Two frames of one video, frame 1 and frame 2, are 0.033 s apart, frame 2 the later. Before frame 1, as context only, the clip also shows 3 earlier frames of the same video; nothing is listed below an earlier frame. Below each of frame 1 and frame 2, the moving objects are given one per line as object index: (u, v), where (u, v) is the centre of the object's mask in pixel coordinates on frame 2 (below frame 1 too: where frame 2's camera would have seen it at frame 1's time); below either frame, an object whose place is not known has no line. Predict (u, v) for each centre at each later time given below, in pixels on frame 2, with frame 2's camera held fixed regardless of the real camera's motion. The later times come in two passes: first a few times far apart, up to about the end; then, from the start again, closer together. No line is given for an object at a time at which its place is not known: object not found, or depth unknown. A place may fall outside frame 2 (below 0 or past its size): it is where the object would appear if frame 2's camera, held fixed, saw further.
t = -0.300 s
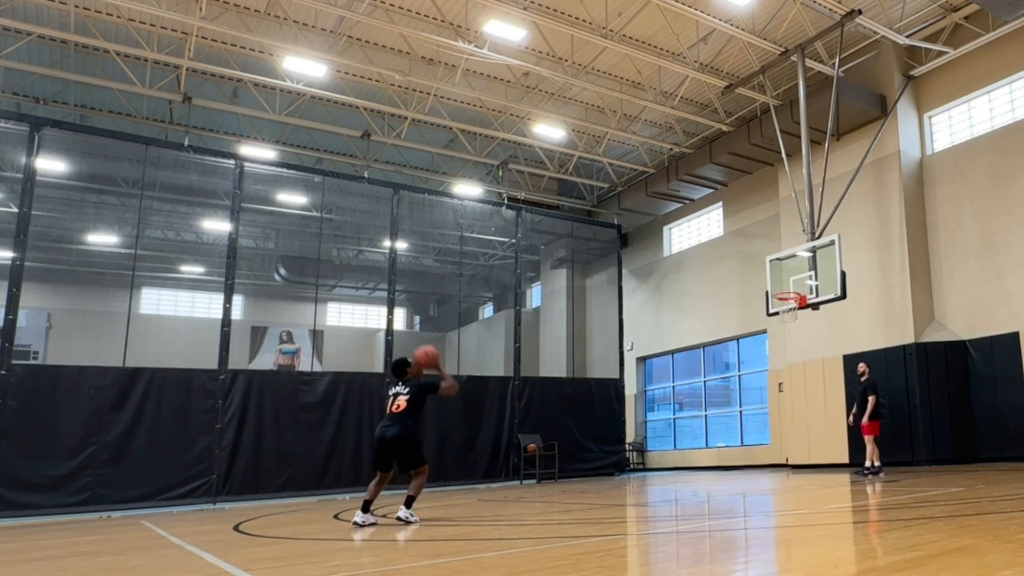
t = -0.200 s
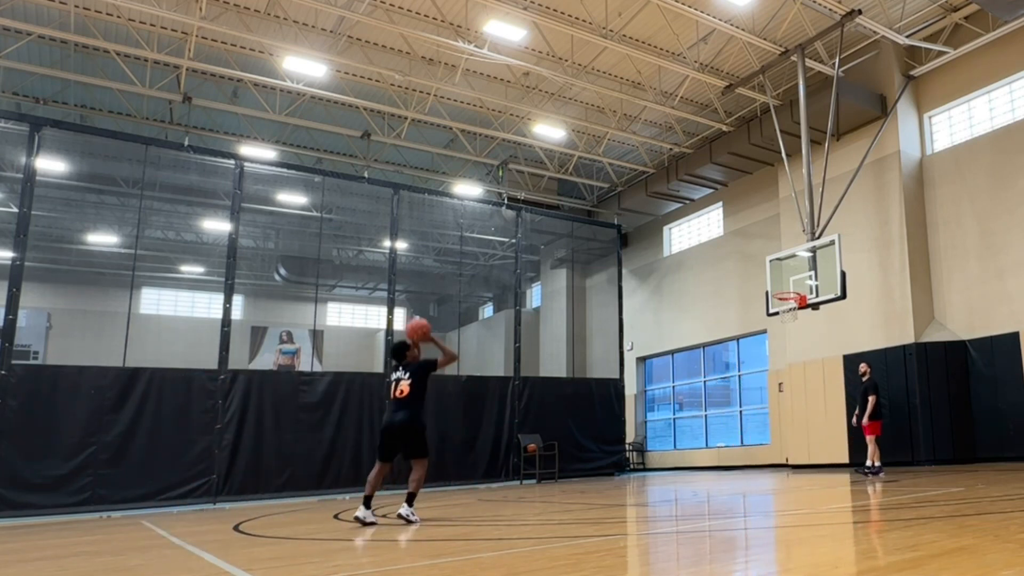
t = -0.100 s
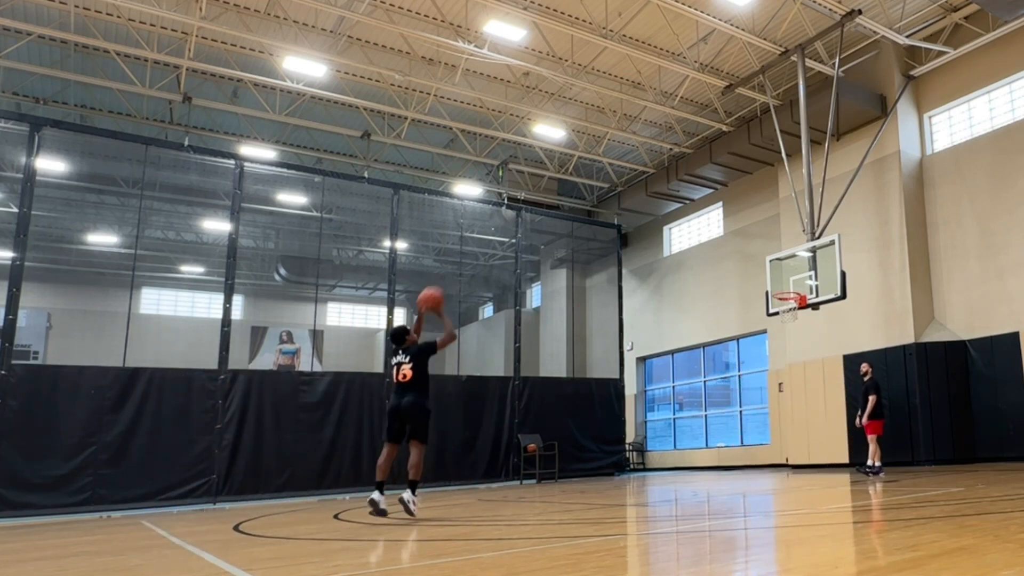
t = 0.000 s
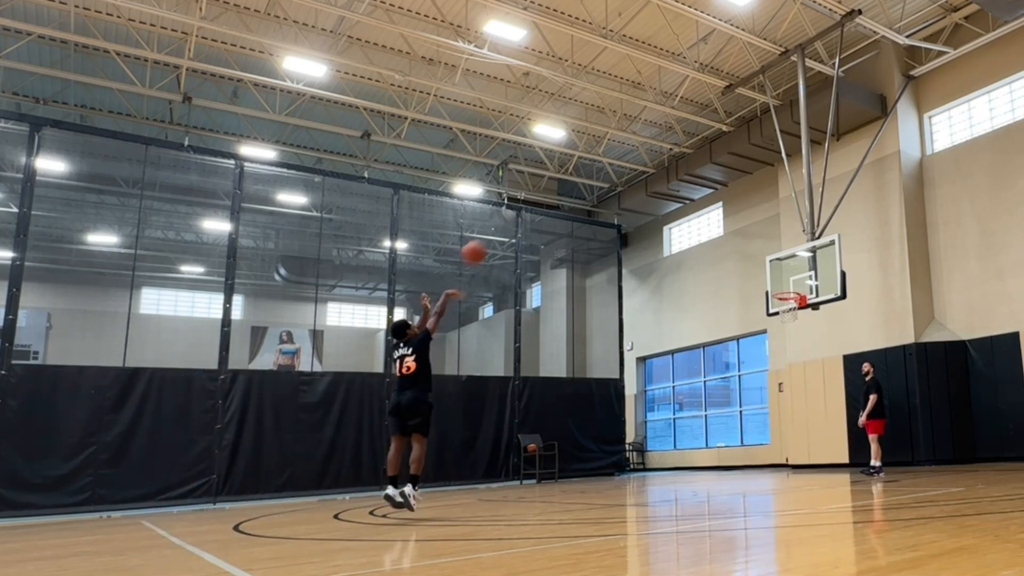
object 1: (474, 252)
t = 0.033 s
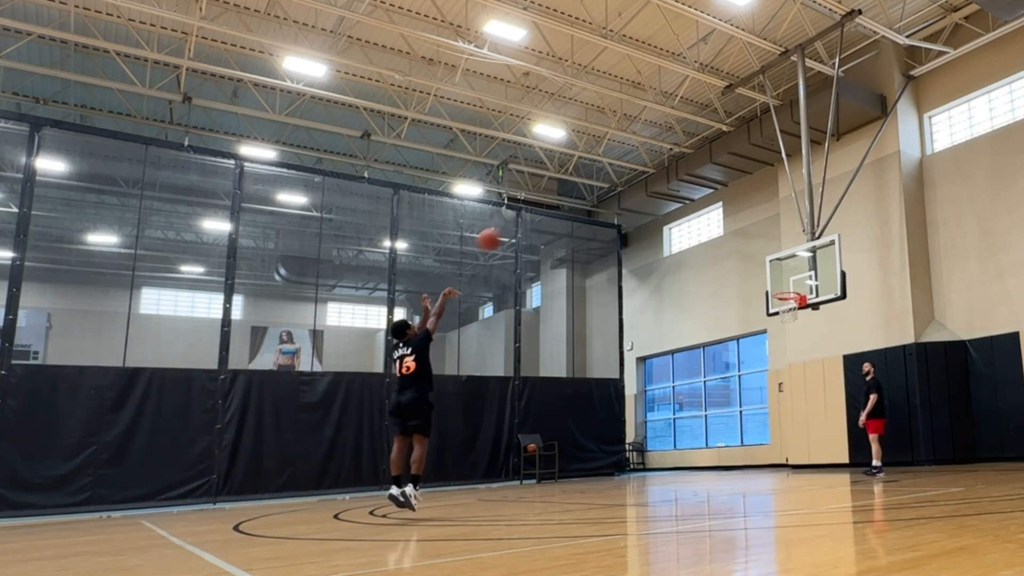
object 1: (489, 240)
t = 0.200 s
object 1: (557, 195)
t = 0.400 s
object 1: (622, 177)
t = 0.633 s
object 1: (685, 190)
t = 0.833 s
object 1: (731, 225)
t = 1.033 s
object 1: (770, 278)
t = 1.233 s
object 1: (794, 281)
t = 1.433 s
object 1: (782, 280)
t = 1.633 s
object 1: (766, 290)
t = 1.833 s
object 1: (753, 313)
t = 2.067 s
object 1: (740, 372)
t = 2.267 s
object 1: (728, 452)
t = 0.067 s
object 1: (505, 228)
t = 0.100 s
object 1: (518, 218)
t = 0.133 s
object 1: (531, 209)
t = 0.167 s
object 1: (544, 202)
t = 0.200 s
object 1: (557, 195)
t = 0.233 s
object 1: (569, 189)
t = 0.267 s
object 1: (579, 186)
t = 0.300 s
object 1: (591, 182)
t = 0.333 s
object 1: (602, 180)
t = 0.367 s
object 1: (613, 178)
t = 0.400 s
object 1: (622, 177)
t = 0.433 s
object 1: (632, 177)
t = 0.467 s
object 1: (641, 178)
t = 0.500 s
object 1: (651, 179)
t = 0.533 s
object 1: (659, 180)
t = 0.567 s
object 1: (668, 183)
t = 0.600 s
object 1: (676, 186)
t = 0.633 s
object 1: (685, 190)
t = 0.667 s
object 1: (693, 195)
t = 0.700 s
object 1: (701, 201)
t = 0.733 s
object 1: (708, 205)
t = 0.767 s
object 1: (716, 211)
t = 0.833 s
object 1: (731, 225)
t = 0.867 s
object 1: (738, 233)
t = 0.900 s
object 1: (744, 242)
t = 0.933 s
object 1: (751, 250)
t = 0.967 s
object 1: (757, 259)
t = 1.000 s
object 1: (763, 268)
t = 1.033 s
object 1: (770, 278)
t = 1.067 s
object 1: (776, 288)
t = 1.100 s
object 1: (779, 286)
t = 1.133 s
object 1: (783, 284)
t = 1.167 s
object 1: (786, 283)
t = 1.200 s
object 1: (790, 282)
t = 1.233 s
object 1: (794, 281)
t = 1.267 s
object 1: (797, 281)
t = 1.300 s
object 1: (794, 280)
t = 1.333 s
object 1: (791, 279)
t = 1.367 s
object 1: (788, 278)
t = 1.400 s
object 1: (785, 279)
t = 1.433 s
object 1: (782, 280)
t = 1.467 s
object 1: (779, 281)
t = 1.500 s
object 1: (776, 284)
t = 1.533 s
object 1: (773, 286)
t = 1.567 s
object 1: (771, 288)
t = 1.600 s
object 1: (769, 289)
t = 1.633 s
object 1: (766, 290)
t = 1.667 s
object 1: (764, 292)
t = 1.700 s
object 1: (762, 295)
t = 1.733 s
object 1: (760, 299)
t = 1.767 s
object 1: (758, 303)
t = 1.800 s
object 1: (756, 308)
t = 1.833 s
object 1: (753, 313)
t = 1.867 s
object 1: (751, 319)
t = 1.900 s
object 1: (749, 326)
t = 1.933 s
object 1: (747, 334)
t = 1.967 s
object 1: (745, 342)
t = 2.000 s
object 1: (743, 351)
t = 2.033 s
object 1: (742, 361)
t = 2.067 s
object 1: (740, 372)
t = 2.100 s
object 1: (738, 383)
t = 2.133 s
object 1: (736, 395)
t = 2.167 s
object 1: (734, 407)
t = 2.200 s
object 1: (732, 421)
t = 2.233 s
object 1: (730, 435)
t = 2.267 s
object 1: (728, 452)
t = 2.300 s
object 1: (726, 467)
